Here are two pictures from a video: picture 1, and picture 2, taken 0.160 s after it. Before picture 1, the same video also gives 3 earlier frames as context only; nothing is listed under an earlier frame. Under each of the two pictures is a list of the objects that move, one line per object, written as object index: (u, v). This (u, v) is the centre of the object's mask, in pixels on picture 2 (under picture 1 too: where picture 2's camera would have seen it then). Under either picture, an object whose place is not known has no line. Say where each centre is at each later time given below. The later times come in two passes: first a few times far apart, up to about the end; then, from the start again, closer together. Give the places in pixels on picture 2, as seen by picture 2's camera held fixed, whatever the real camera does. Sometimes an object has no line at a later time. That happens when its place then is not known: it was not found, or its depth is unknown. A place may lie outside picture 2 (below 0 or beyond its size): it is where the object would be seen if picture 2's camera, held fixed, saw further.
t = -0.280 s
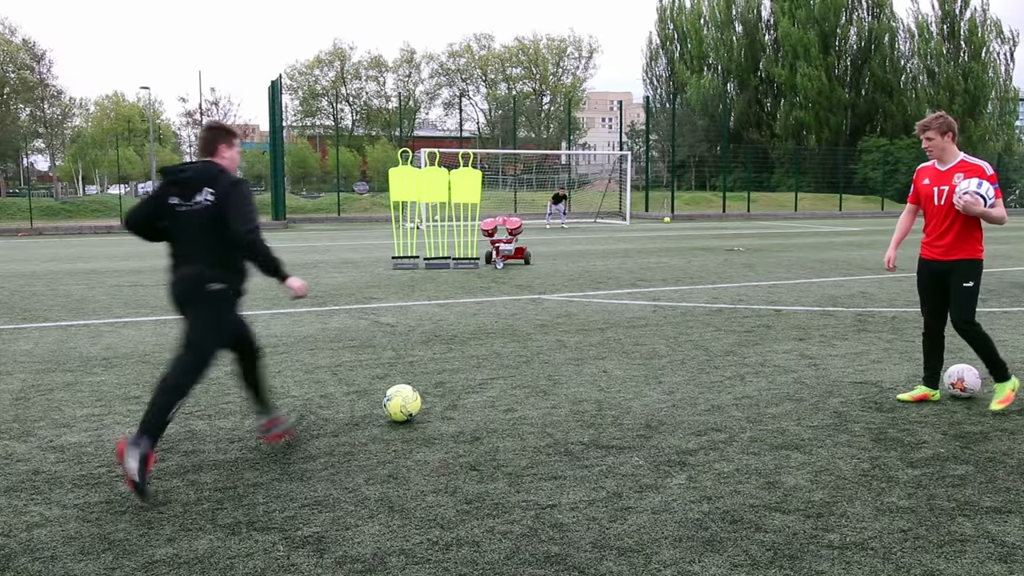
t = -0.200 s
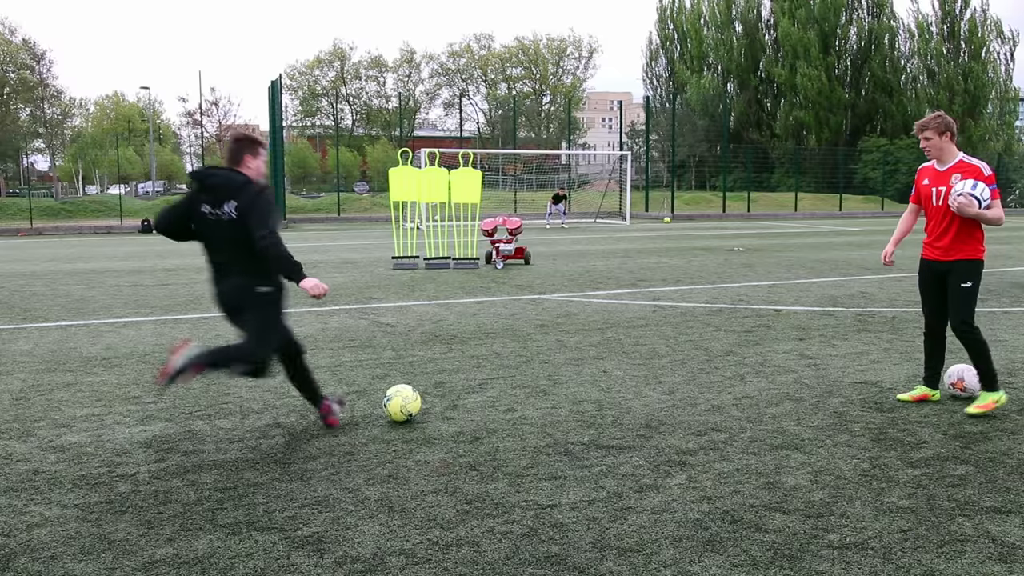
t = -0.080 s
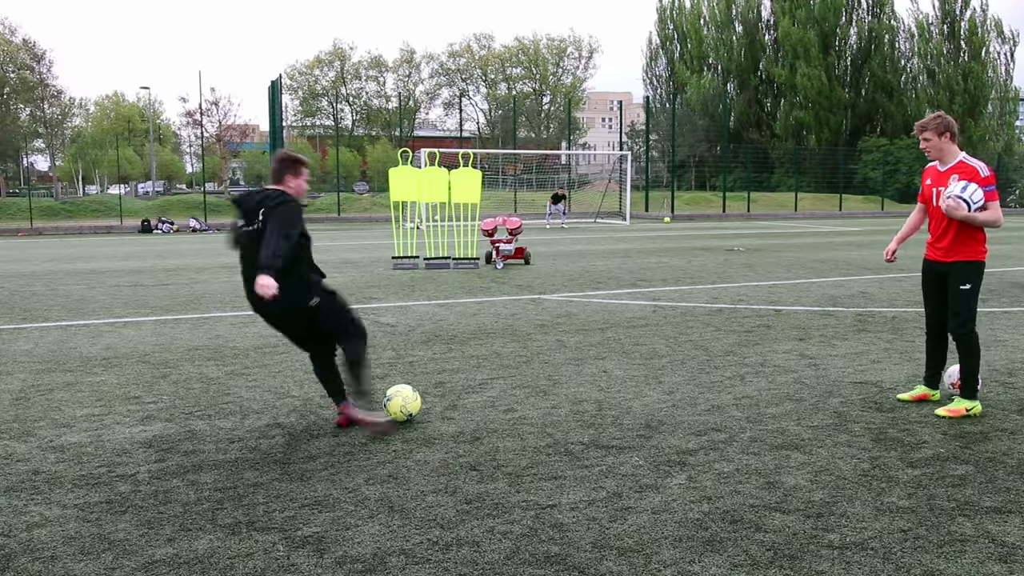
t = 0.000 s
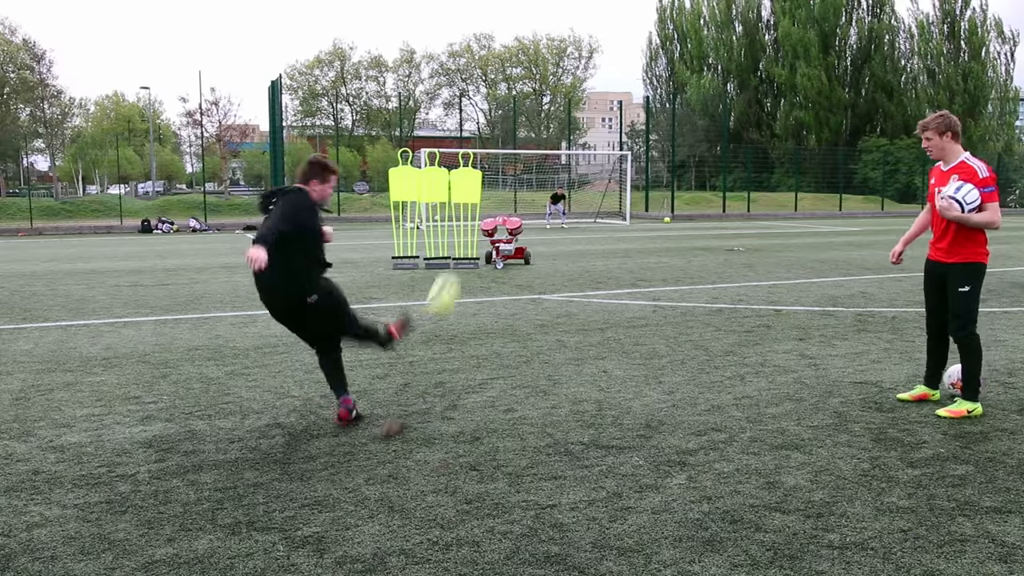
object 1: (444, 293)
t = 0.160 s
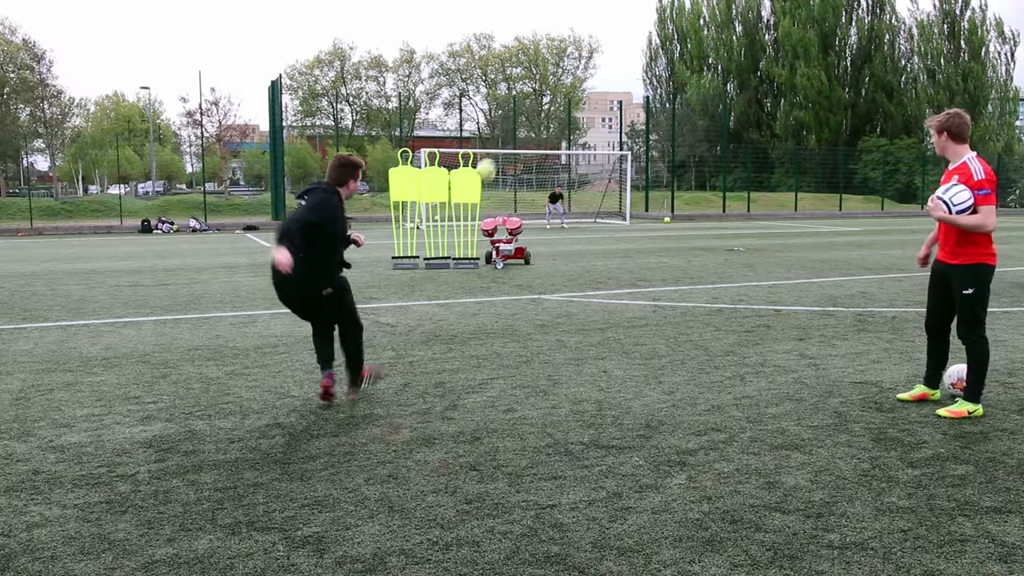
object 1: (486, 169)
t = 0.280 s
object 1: (494, 132)
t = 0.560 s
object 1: (491, 106)
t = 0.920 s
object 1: (468, 123)
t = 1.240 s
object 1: (443, 159)
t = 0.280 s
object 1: (494, 132)
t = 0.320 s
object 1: (495, 124)
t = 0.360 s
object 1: (495, 119)
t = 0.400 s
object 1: (494, 114)
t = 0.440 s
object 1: (494, 109)
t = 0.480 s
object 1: (493, 107)
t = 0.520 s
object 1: (491, 105)
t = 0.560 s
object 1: (491, 106)
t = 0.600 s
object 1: (489, 106)
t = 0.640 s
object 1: (486, 105)
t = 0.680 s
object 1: (484, 108)
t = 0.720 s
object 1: (482, 109)
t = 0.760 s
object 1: (479, 111)
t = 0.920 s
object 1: (468, 123)
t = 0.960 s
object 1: (464, 127)
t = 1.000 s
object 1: (462, 131)
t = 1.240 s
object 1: (443, 159)
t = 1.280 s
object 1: (440, 164)
